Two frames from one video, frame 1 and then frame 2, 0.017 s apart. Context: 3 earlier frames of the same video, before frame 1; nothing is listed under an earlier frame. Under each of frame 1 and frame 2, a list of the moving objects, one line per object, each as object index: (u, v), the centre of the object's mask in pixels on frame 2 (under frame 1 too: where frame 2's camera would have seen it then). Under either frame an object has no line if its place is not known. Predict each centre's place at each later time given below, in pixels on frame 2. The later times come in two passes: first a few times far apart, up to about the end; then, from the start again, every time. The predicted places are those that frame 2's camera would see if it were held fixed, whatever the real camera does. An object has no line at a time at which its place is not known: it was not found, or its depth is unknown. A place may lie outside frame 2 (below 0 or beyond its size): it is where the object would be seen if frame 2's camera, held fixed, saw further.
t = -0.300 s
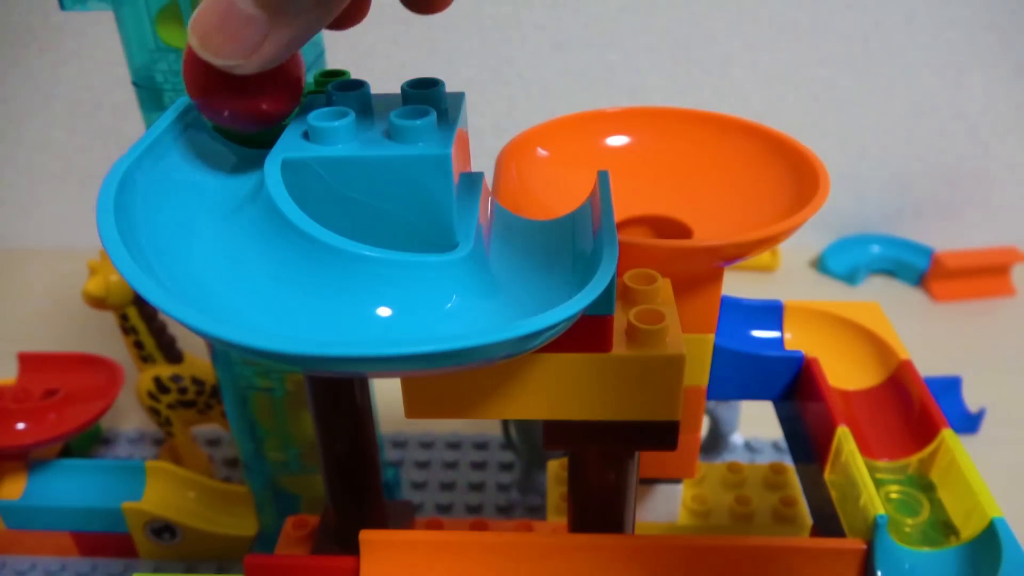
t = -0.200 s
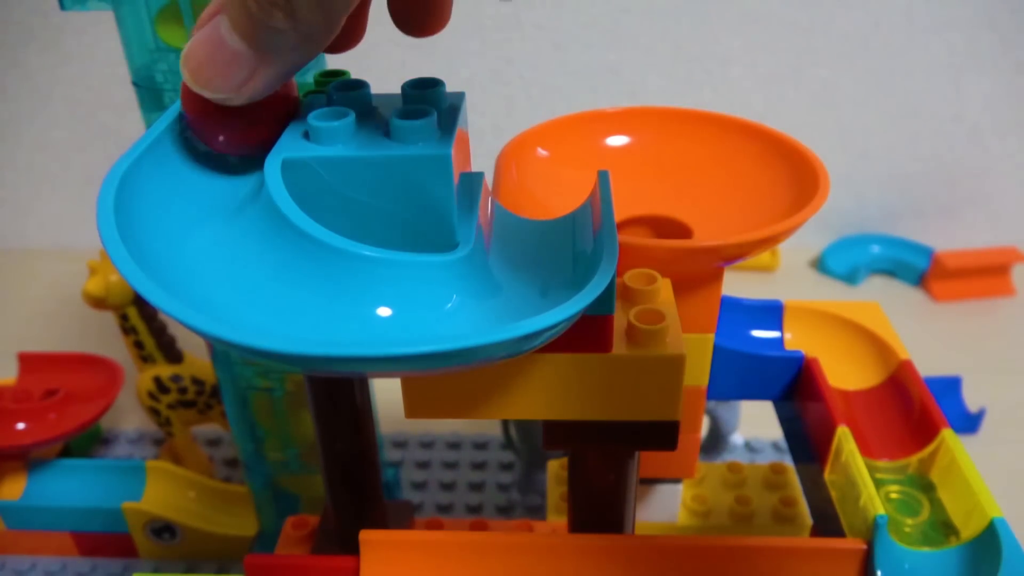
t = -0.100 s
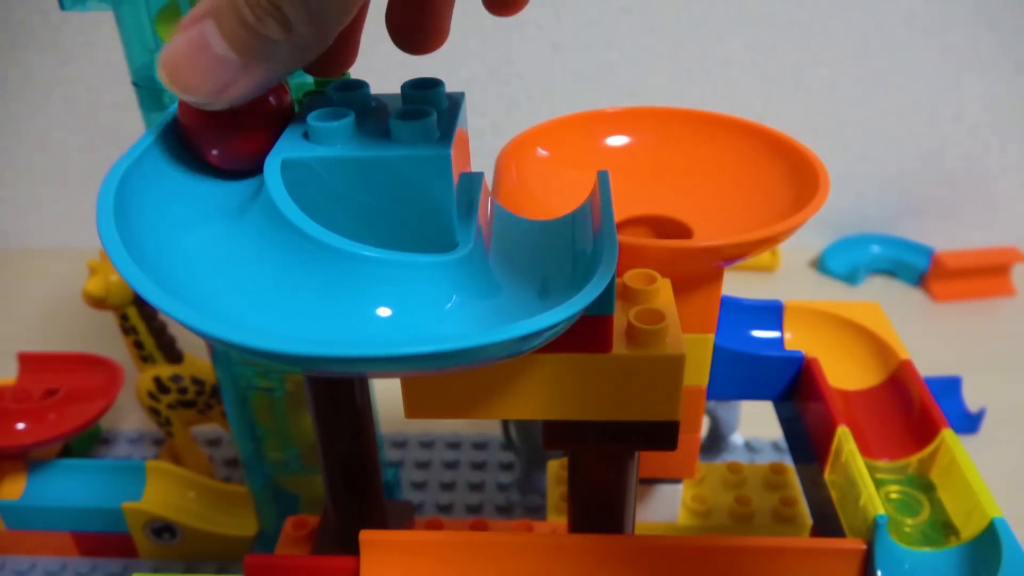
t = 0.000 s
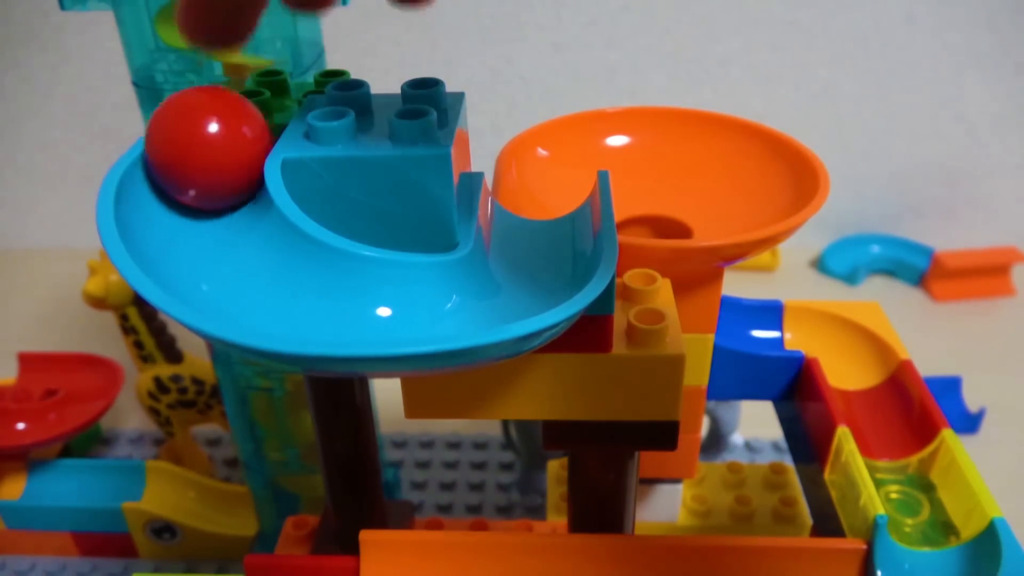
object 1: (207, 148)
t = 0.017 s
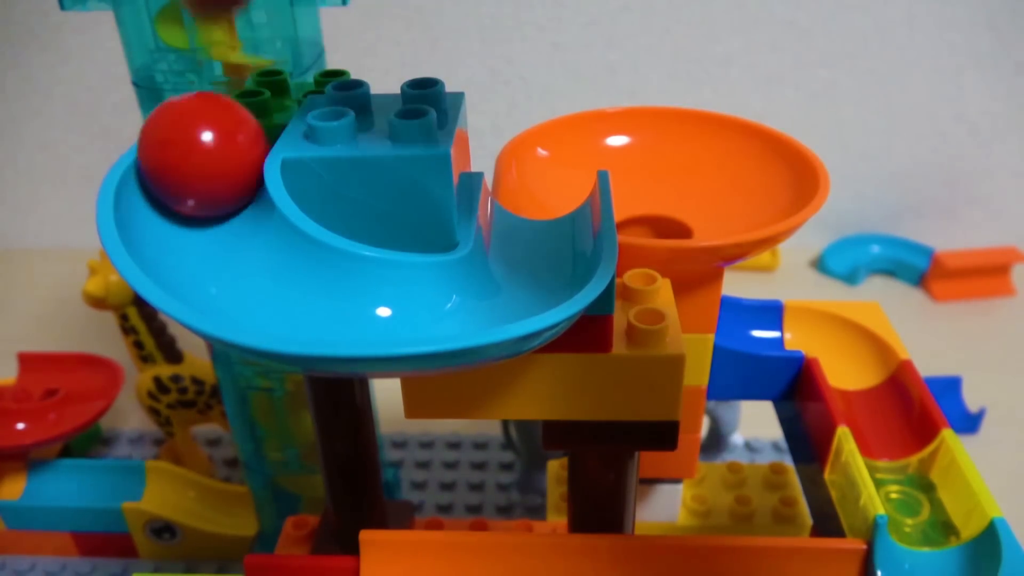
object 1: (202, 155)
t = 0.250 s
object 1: (429, 285)
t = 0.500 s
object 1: (559, 179)
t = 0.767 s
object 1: (709, 187)
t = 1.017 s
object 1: (634, 206)
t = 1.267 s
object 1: (663, 155)
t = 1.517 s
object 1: (684, 212)
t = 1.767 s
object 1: (608, 163)
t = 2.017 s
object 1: (707, 202)
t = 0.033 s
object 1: (196, 162)
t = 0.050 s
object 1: (191, 171)
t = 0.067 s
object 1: (188, 180)
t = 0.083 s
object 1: (188, 192)
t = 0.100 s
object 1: (189, 205)
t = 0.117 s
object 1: (195, 220)
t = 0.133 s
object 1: (208, 236)
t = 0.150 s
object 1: (226, 251)
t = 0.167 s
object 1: (248, 264)
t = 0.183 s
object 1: (277, 276)
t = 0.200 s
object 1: (313, 283)
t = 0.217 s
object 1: (351, 286)
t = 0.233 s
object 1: (391, 285)
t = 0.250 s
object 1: (429, 285)
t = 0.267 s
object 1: (465, 281)
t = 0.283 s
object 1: (496, 275)
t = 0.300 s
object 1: (519, 268)
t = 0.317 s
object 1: (532, 259)
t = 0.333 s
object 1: (540, 246)
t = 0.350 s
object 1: (540, 227)
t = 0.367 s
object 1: (539, 211)
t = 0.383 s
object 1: (541, 197)
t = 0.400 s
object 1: (540, 183)
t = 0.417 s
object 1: (540, 171)
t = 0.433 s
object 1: (539, 167)
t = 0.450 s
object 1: (539, 173)
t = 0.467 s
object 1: (540, 182)
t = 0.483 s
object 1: (551, 187)
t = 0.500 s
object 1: (559, 179)
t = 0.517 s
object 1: (566, 176)
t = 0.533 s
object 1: (575, 179)
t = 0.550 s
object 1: (592, 176)
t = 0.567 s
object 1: (610, 173)
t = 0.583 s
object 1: (627, 166)
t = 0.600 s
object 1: (639, 160)
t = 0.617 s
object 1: (650, 152)
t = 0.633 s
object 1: (669, 134)
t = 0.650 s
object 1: (683, 124)
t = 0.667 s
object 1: (694, 119)
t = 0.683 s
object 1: (701, 124)
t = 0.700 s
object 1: (706, 134)
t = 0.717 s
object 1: (711, 146)
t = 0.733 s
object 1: (712, 160)
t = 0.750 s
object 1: (711, 175)
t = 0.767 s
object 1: (709, 187)
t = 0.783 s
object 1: (706, 197)
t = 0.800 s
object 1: (703, 202)
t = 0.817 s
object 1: (699, 206)
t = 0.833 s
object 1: (695, 209)
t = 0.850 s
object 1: (690, 211)
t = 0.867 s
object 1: (684, 212)
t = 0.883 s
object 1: (678, 213)
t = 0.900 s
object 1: (669, 213)
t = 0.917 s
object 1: (662, 213)
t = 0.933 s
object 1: (655, 212)
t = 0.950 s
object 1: (651, 211)
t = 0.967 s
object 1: (645, 210)
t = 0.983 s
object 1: (641, 209)
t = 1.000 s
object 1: (637, 208)
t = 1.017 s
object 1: (634, 206)
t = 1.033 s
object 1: (631, 203)
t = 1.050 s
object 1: (618, 196)
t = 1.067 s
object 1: (614, 191)
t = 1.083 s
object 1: (611, 185)
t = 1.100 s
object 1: (611, 180)
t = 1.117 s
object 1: (612, 174)
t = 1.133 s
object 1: (614, 170)
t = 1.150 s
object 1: (619, 163)
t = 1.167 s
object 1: (623, 159)
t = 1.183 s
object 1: (629, 156)
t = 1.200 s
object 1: (634, 153)
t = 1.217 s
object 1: (640, 152)
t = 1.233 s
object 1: (646, 152)
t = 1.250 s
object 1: (654, 154)
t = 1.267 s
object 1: (663, 155)
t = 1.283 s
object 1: (668, 163)
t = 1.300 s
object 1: (675, 169)
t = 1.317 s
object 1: (682, 175)
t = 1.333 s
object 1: (687, 180)
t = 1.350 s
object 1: (692, 187)
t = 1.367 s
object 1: (696, 192)
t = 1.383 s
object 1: (700, 198)
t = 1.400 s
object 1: (703, 201)
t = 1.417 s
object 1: (705, 204)
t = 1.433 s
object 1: (704, 207)
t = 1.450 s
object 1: (704, 208)
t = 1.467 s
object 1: (700, 210)
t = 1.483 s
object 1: (697, 211)
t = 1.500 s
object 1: (691, 212)
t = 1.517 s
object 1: (684, 212)
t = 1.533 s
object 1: (677, 212)
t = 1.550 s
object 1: (668, 213)
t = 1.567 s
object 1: (660, 212)
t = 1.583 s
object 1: (653, 211)
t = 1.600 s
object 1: (647, 210)
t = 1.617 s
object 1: (642, 207)
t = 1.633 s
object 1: (638, 205)
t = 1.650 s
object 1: (634, 202)
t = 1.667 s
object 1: (623, 196)
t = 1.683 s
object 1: (615, 189)
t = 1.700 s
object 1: (611, 183)
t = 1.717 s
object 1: (610, 178)
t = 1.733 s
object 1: (604, 169)
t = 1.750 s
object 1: (606, 167)
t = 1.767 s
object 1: (608, 163)
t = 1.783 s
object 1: (611, 159)
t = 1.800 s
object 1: (616, 157)
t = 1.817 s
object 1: (623, 155)
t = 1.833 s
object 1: (630, 157)
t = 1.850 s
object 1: (636, 160)
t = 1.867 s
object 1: (642, 164)
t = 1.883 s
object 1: (649, 168)
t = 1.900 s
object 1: (659, 170)
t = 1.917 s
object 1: (668, 173)
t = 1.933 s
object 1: (676, 179)
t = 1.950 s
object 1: (683, 184)
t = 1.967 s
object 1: (690, 190)
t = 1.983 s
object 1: (697, 195)
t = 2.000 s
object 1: (702, 199)
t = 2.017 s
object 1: (707, 202)
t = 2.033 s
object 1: (709, 204)
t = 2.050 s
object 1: (711, 205)
